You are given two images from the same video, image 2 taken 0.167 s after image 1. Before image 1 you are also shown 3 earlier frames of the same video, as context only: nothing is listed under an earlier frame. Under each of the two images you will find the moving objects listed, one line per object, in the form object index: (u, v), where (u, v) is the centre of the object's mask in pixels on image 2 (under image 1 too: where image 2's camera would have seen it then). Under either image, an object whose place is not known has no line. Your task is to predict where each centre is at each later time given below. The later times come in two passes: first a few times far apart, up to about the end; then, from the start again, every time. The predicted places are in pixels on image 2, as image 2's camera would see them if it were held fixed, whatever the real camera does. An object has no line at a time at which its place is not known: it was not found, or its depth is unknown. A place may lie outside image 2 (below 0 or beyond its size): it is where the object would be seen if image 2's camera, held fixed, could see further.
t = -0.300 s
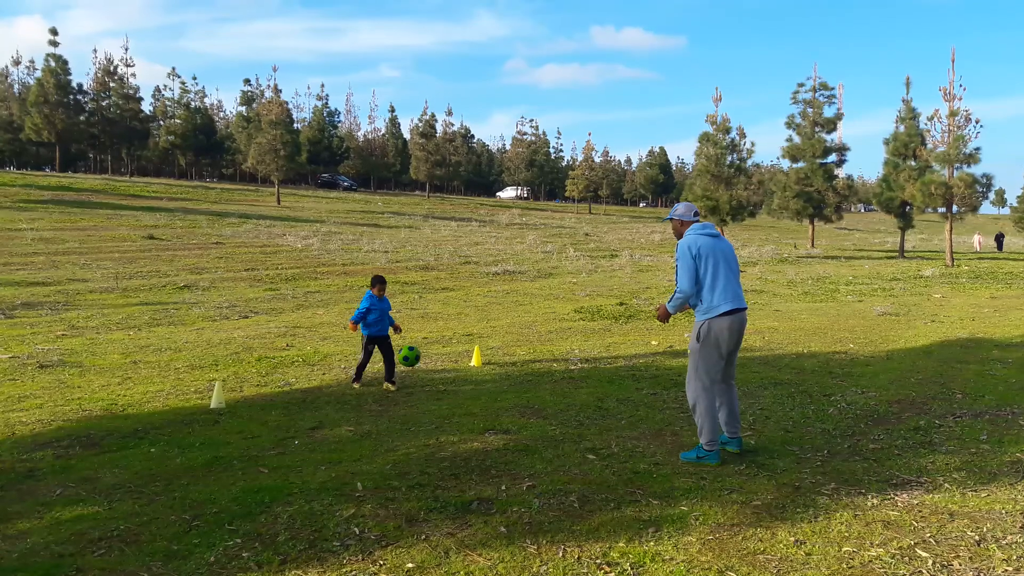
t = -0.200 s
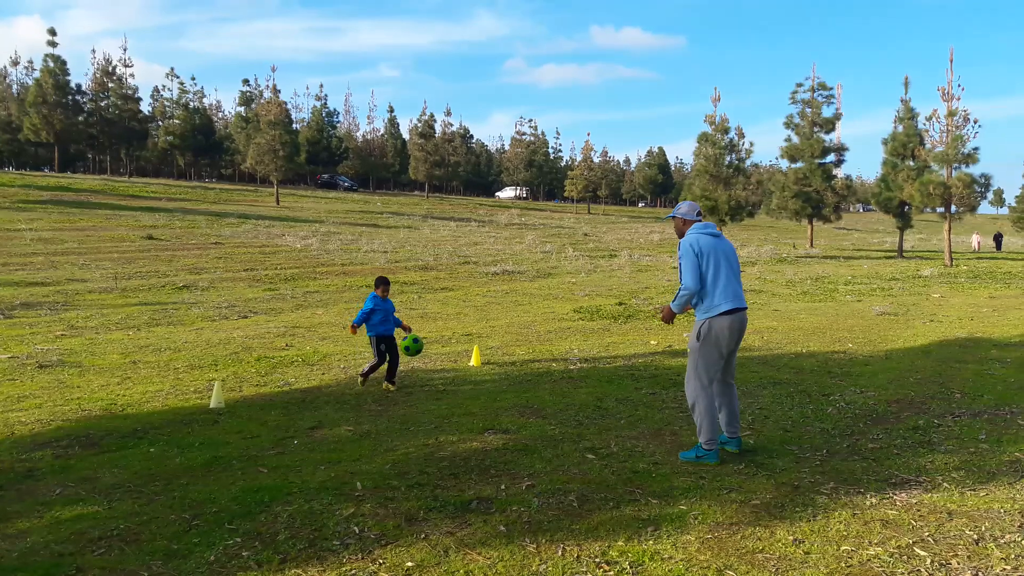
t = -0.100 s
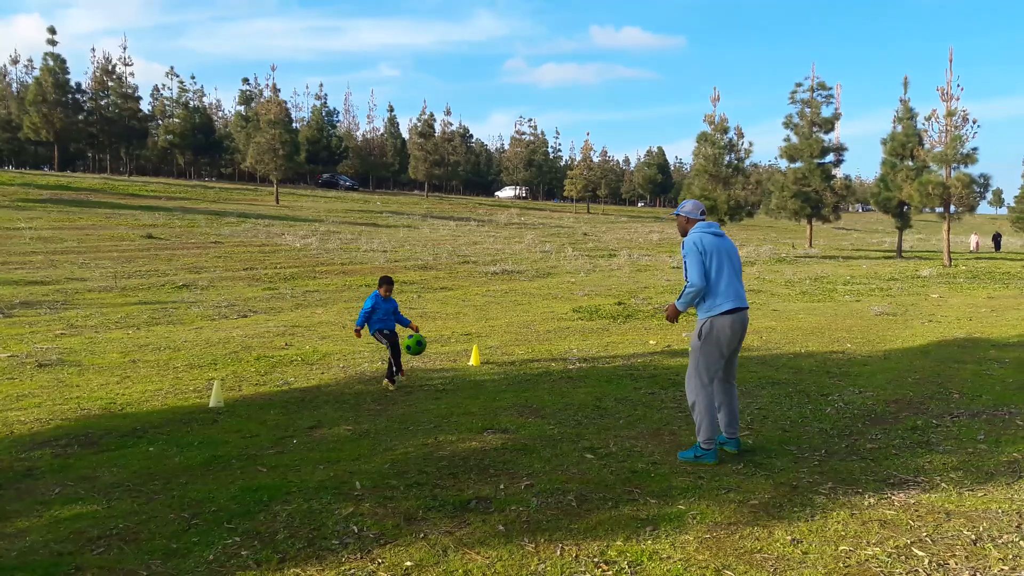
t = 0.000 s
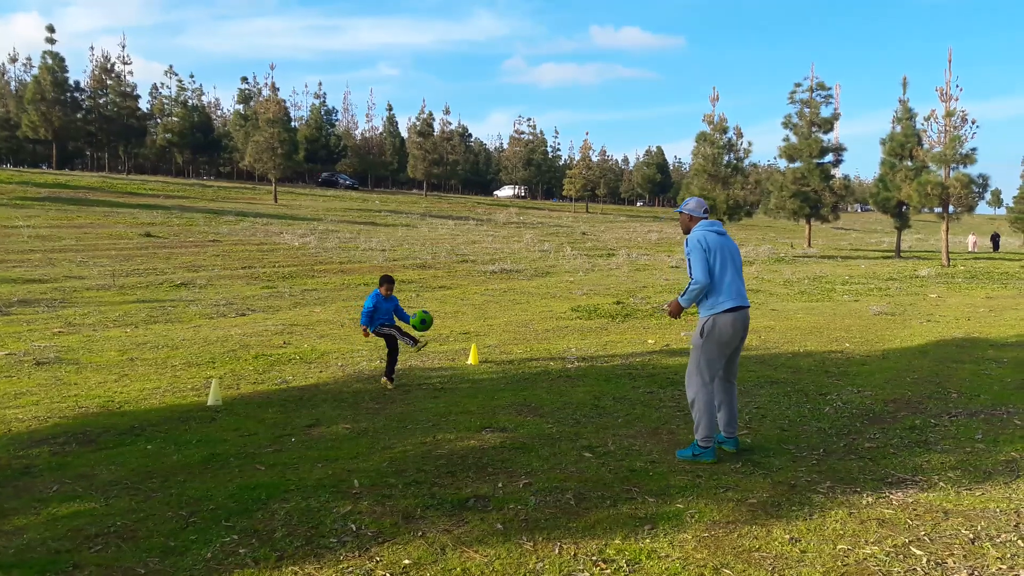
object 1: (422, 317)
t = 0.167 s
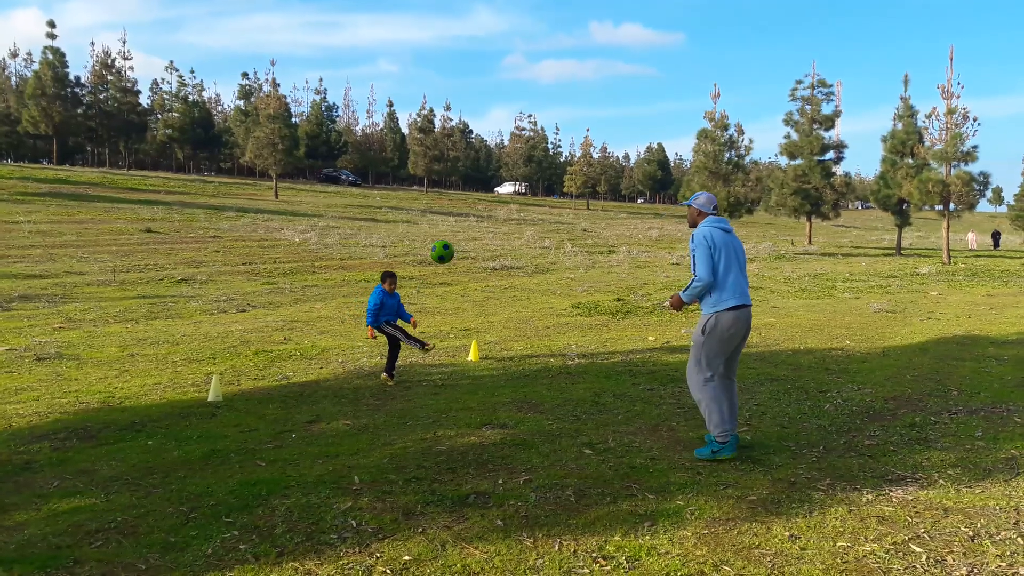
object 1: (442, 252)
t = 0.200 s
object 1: (447, 242)
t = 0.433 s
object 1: (480, 197)
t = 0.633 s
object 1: (515, 211)
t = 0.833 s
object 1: (558, 286)
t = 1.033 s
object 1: (608, 444)
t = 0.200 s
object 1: (447, 242)
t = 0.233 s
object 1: (451, 232)
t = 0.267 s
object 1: (455, 223)
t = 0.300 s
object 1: (460, 216)
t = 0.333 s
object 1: (465, 210)
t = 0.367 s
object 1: (470, 204)
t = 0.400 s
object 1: (475, 200)
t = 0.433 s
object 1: (480, 197)
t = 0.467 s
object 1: (486, 196)
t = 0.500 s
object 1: (491, 196)
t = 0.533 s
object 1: (497, 197)
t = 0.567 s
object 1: (503, 200)
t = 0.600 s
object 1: (509, 205)
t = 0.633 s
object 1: (515, 211)
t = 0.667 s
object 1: (522, 218)
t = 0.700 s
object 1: (529, 228)
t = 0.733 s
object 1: (535, 240)
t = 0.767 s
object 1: (543, 253)
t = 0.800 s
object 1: (550, 268)
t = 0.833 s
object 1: (558, 286)
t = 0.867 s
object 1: (565, 306)
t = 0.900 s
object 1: (573, 328)
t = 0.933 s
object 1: (582, 353)
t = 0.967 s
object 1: (590, 380)
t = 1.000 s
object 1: (599, 411)
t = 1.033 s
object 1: (608, 444)
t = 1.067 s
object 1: (616, 466)
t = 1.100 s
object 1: (621, 450)
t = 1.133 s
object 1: (624, 434)
